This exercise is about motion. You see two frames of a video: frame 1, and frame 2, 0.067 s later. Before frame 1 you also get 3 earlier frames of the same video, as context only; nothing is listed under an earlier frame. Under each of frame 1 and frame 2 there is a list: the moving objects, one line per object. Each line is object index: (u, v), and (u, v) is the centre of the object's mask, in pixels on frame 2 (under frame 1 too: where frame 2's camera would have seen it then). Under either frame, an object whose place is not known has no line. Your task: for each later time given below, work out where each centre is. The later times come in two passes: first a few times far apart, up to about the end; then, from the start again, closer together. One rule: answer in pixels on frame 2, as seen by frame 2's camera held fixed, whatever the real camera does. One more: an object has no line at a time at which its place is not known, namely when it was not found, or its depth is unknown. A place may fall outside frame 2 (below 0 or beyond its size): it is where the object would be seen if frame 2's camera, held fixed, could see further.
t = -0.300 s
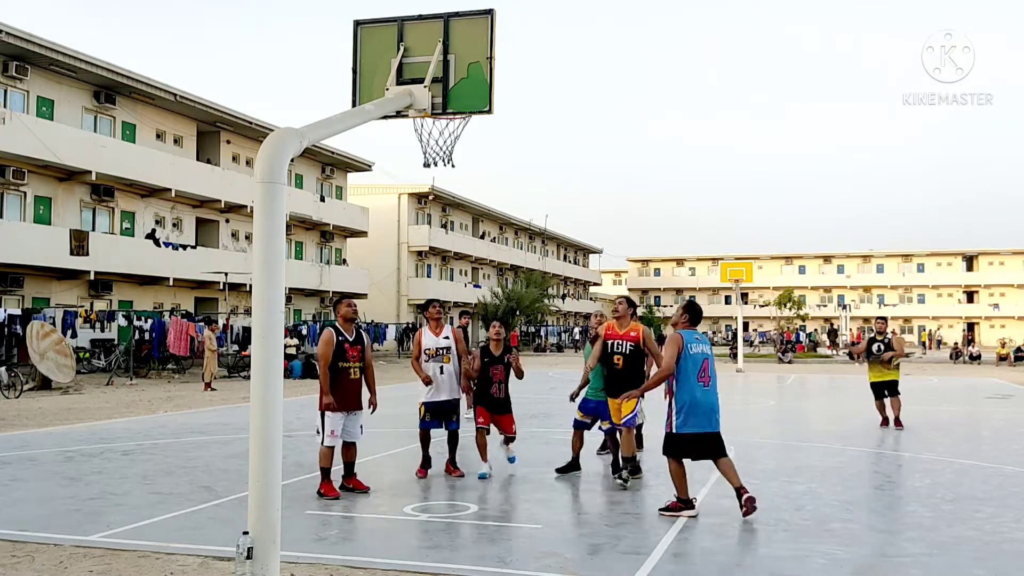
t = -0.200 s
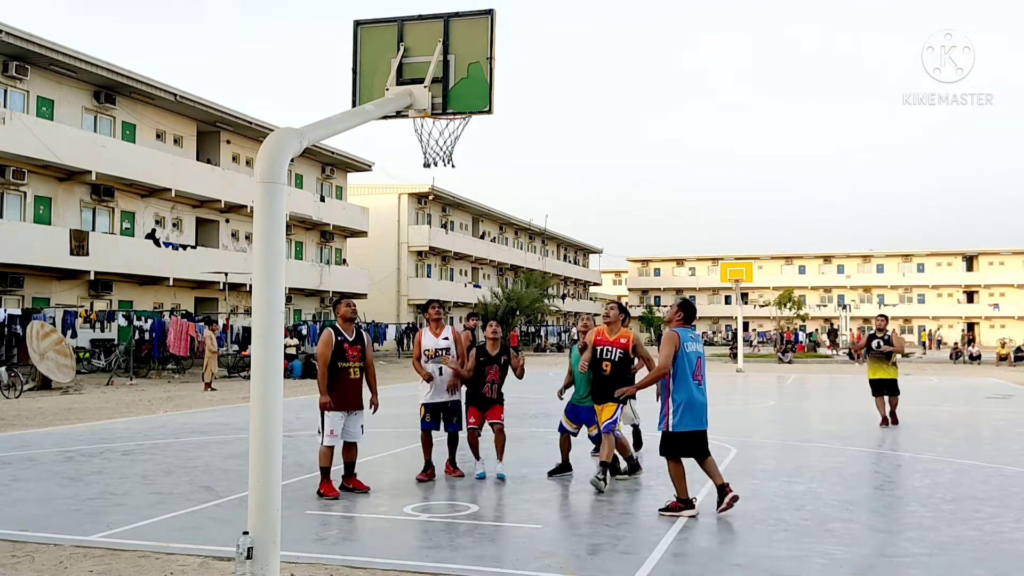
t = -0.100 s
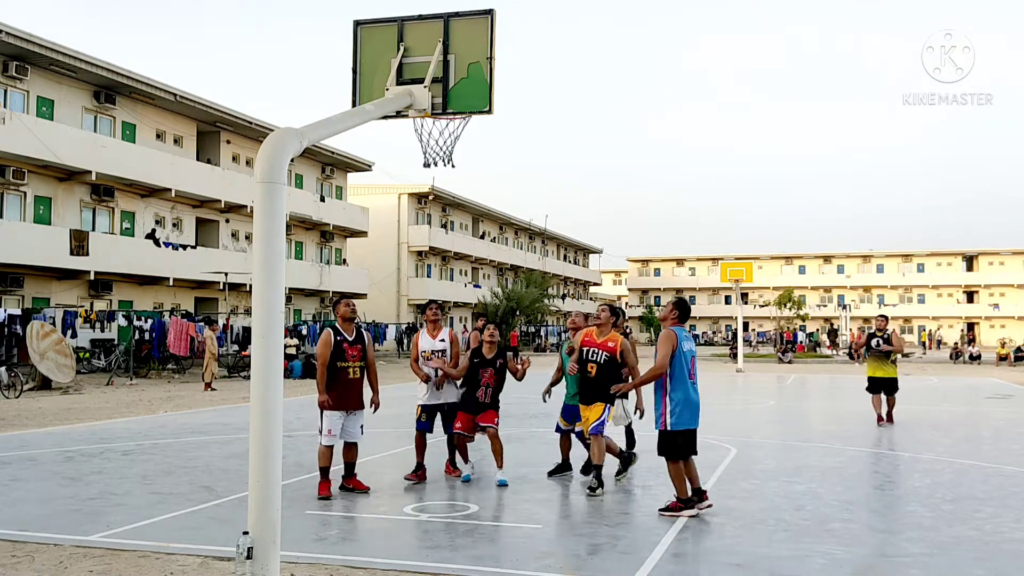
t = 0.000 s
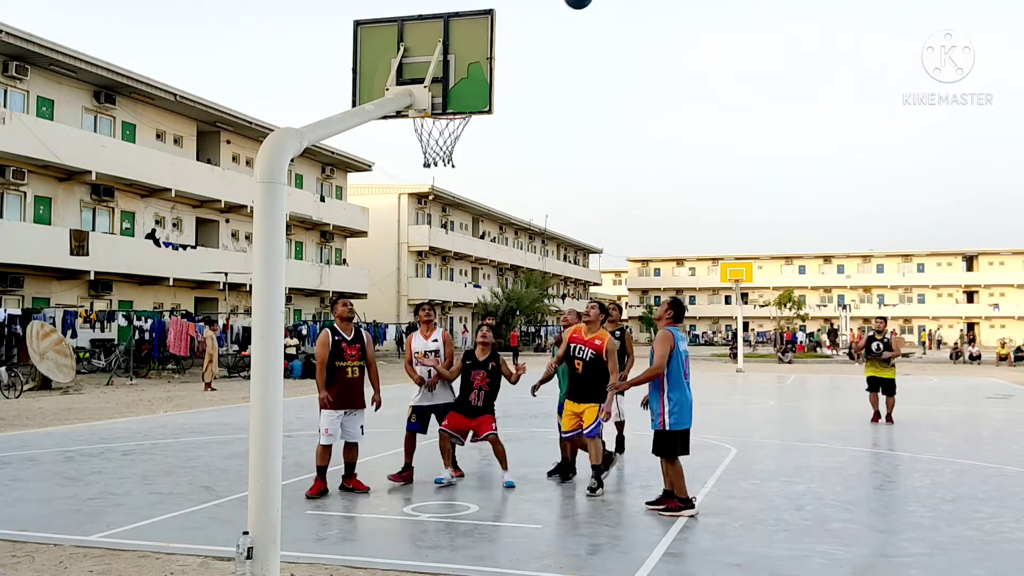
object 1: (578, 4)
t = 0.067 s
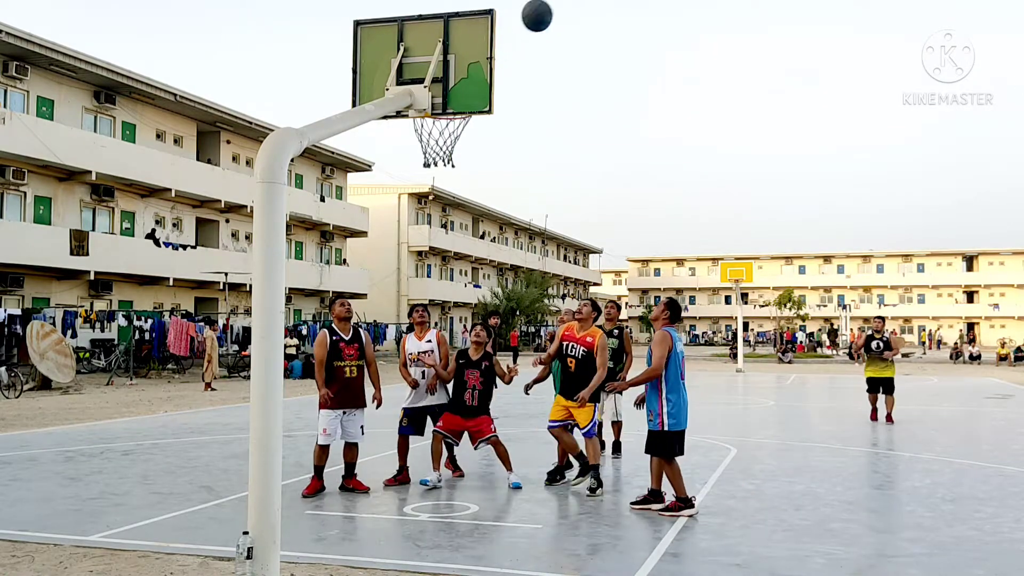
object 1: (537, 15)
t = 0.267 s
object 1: (430, 121)
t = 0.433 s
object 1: (430, 139)
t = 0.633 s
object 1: (431, 145)
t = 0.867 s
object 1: (455, 193)
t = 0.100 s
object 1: (516, 29)
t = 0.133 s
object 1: (502, 44)
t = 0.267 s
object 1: (430, 121)
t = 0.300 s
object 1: (446, 124)
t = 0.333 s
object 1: (451, 128)
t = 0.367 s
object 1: (444, 134)
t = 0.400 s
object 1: (436, 140)
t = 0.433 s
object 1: (430, 139)
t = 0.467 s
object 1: (426, 135)
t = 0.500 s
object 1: (424, 132)
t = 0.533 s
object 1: (424, 131)
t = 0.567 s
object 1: (426, 133)
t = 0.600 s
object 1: (428, 138)
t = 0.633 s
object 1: (431, 145)
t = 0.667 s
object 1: (435, 150)
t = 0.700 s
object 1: (439, 154)
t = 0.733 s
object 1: (442, 159)
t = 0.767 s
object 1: (445, 166)
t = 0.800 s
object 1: (448, 173)
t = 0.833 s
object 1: (452, 183)
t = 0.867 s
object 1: (455, 193)
